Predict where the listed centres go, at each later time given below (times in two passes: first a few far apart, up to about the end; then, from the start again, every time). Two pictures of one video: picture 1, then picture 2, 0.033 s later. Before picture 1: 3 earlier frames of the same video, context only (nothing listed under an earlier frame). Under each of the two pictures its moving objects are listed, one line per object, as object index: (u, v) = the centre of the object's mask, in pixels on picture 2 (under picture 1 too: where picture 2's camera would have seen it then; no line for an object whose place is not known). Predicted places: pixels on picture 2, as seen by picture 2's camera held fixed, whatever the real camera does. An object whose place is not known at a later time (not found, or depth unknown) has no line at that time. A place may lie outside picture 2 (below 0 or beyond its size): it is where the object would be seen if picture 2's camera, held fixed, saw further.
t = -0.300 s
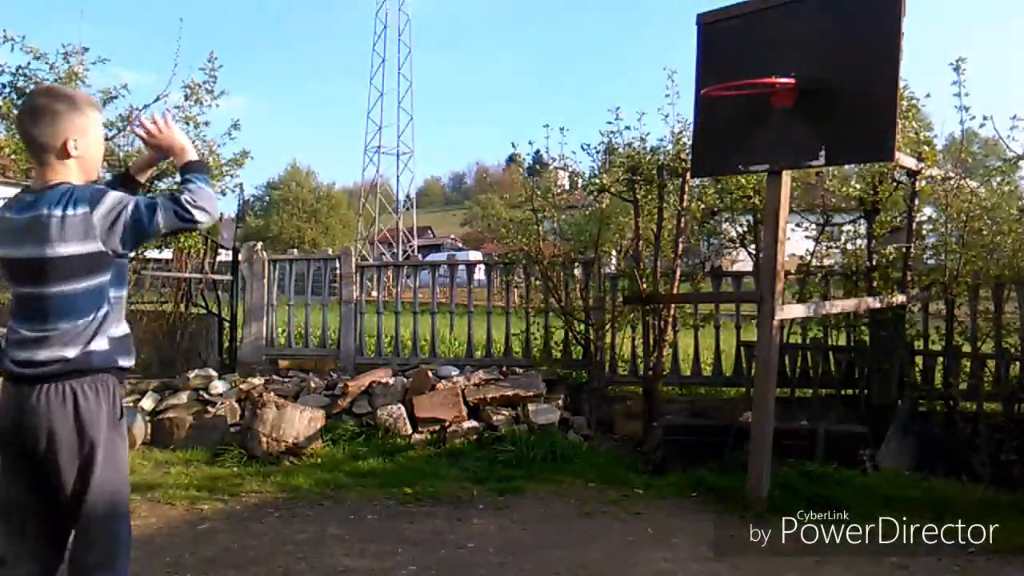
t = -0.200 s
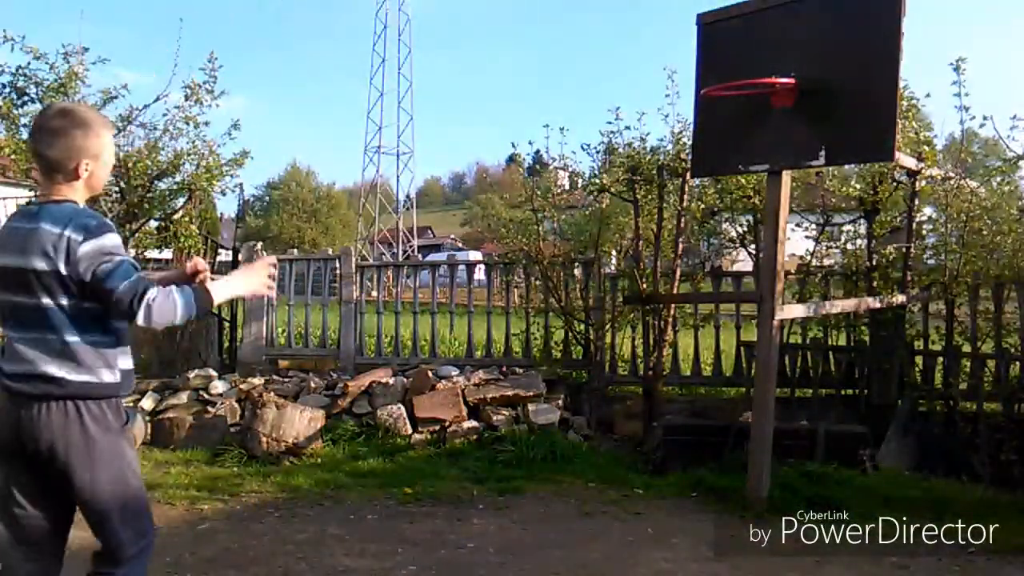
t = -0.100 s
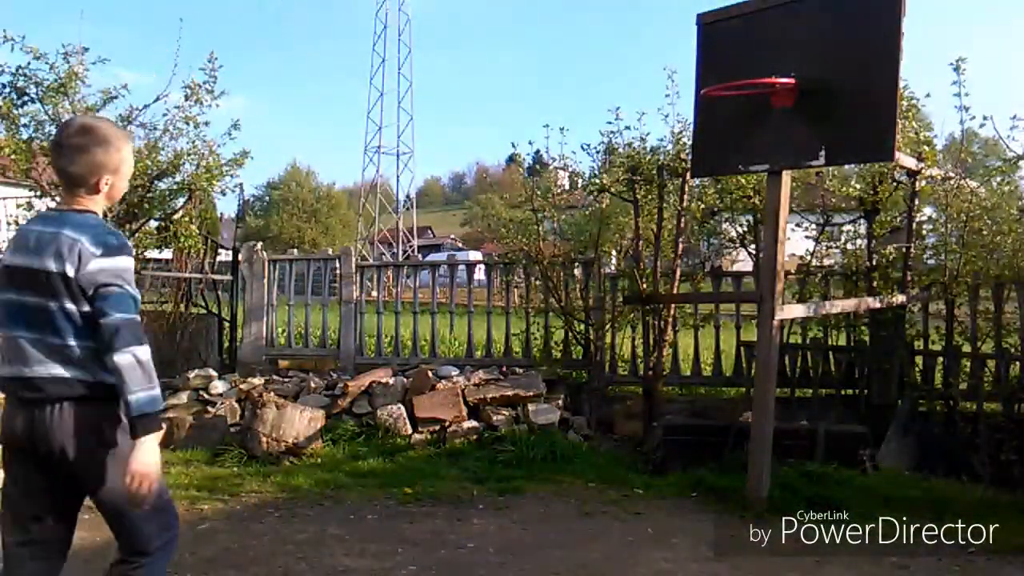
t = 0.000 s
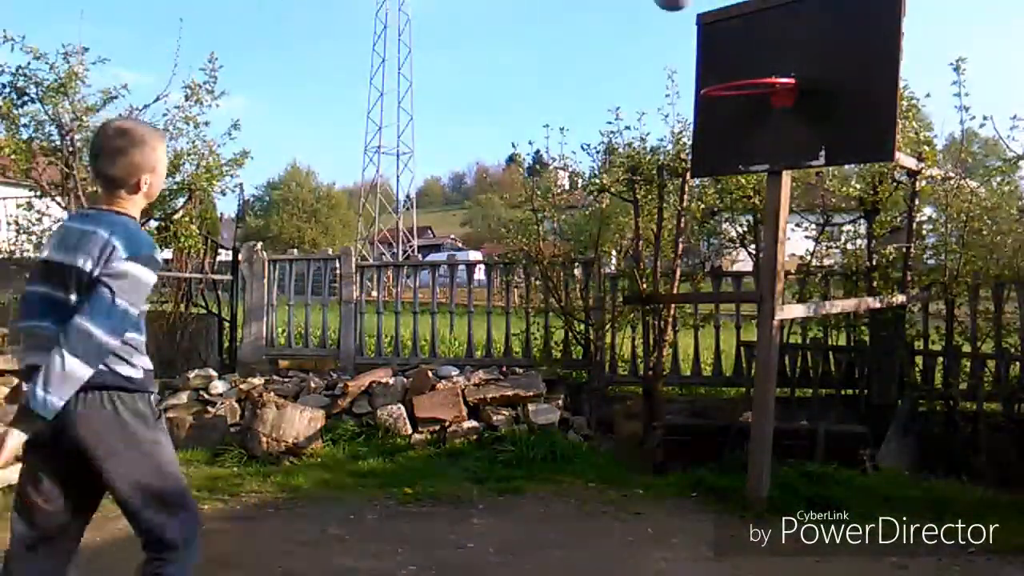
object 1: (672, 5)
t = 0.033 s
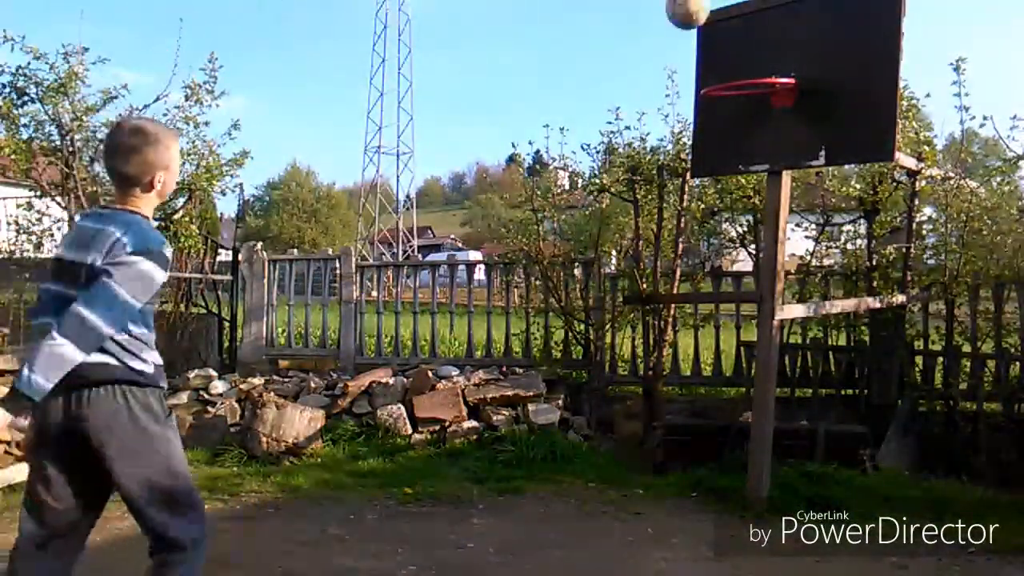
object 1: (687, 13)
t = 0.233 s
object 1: (705, 104)
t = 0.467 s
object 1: (629, 208)
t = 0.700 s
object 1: (554, 404)
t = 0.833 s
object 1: (516, 445)
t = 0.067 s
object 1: (701, 27)
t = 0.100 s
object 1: (714, 47)
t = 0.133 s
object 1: (726, 70)
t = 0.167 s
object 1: (727, 85)
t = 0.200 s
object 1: (716, 95)
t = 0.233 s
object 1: (705, 104)
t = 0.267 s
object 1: (694, 112)
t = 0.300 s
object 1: (682, 124)
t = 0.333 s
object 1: (671, 137)
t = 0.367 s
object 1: (659, 151)
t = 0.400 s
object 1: (648, 168)
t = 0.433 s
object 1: (638, 187)
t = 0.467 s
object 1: (629, 208)
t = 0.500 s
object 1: (617, 230)
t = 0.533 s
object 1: (605, 255)
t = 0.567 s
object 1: (595, 280)
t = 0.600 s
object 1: (585, 309)
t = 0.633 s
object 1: (576, 340)
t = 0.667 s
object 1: (564, 372)
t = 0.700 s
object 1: (554, 404)
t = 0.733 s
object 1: (544, 441)
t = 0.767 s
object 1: (533, 478)
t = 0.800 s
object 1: (525, 466)
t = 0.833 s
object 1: (516, 445)
